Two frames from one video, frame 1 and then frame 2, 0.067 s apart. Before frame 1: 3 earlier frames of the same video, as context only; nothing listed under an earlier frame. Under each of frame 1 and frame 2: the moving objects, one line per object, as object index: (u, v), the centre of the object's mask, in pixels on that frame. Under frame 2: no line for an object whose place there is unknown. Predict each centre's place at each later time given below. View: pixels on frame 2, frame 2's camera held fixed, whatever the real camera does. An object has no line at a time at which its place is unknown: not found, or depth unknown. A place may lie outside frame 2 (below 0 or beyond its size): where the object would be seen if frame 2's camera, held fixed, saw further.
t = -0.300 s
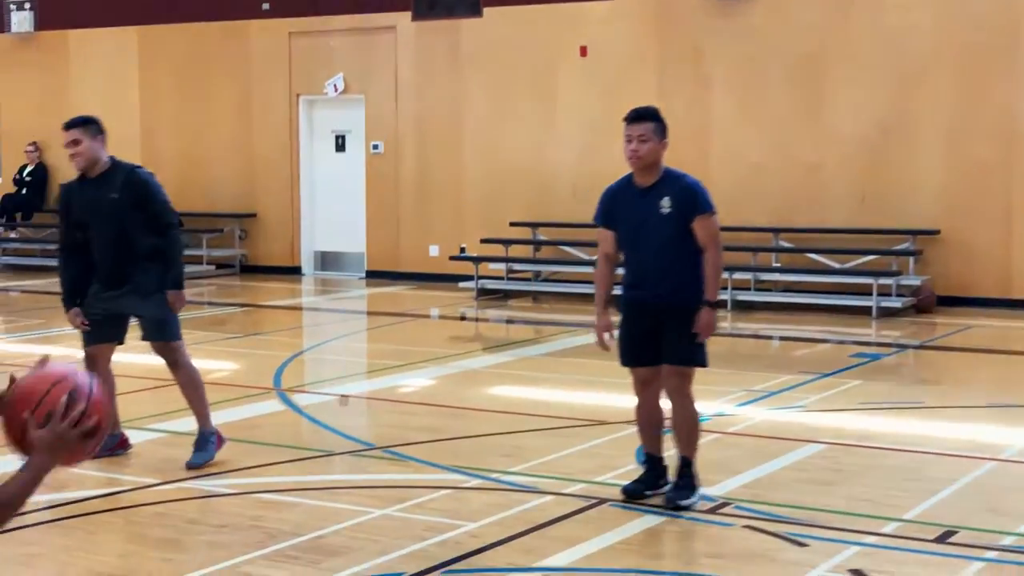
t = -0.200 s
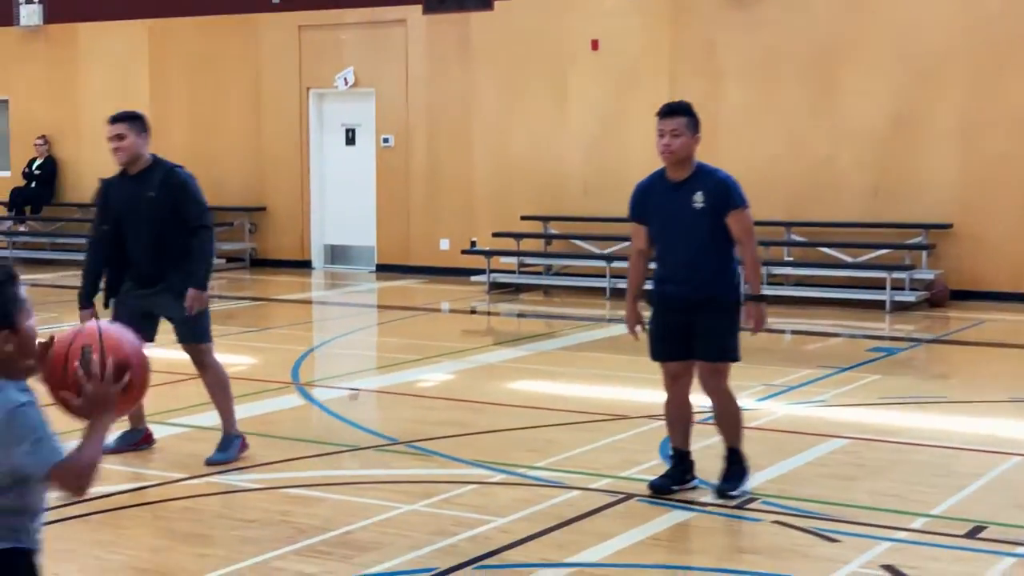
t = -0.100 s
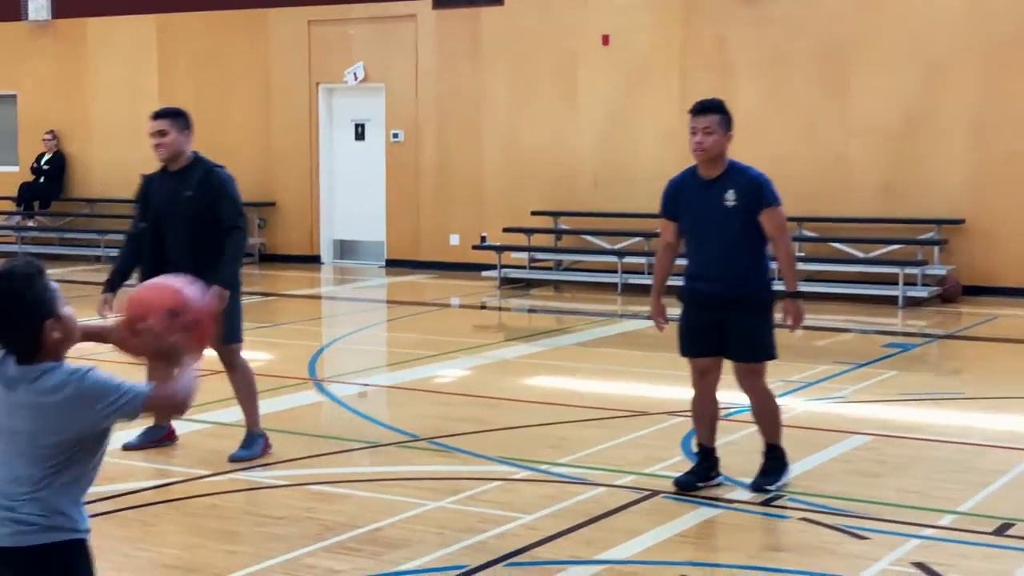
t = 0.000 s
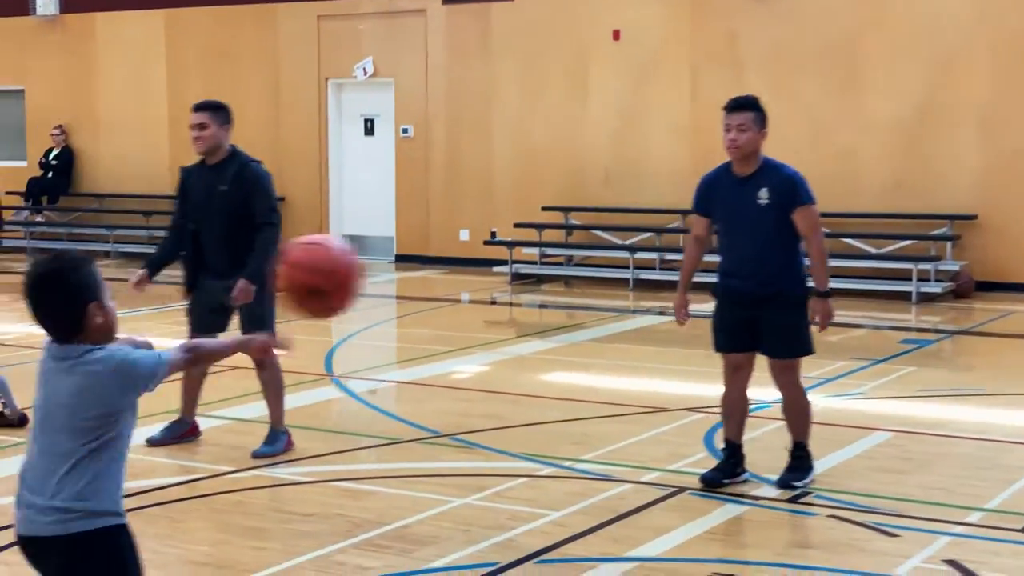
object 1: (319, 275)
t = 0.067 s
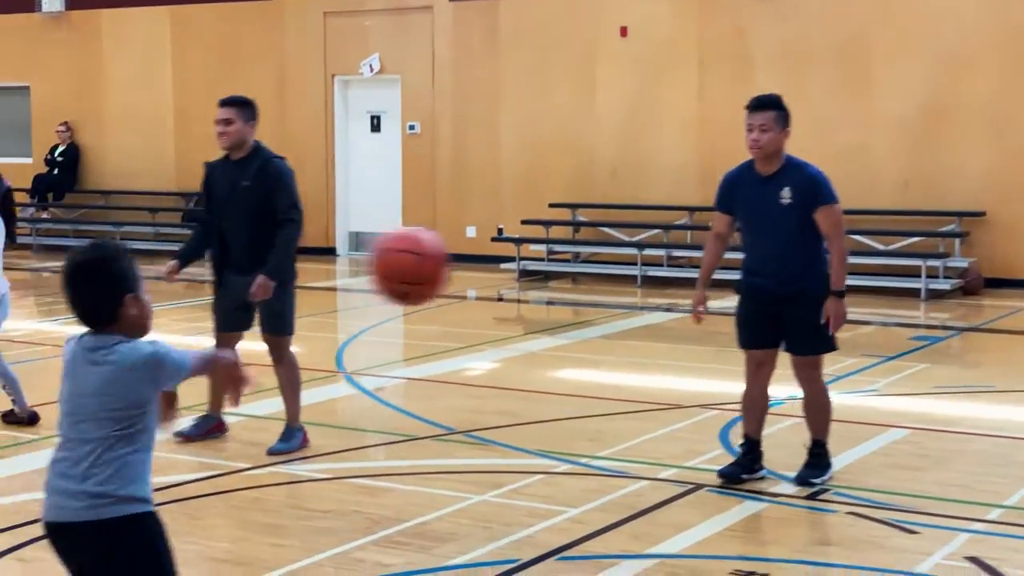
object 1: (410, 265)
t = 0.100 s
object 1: (440, 267)
